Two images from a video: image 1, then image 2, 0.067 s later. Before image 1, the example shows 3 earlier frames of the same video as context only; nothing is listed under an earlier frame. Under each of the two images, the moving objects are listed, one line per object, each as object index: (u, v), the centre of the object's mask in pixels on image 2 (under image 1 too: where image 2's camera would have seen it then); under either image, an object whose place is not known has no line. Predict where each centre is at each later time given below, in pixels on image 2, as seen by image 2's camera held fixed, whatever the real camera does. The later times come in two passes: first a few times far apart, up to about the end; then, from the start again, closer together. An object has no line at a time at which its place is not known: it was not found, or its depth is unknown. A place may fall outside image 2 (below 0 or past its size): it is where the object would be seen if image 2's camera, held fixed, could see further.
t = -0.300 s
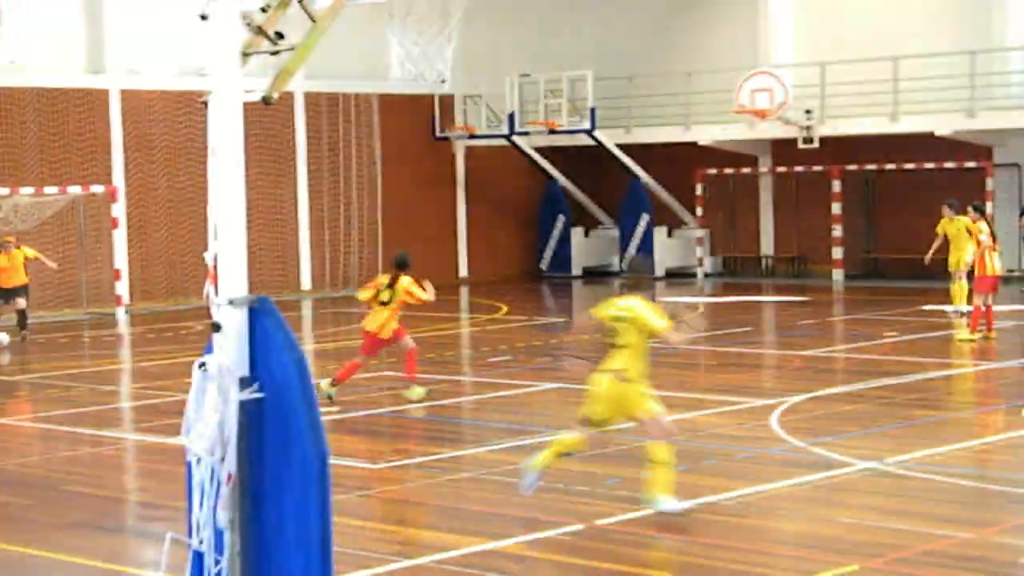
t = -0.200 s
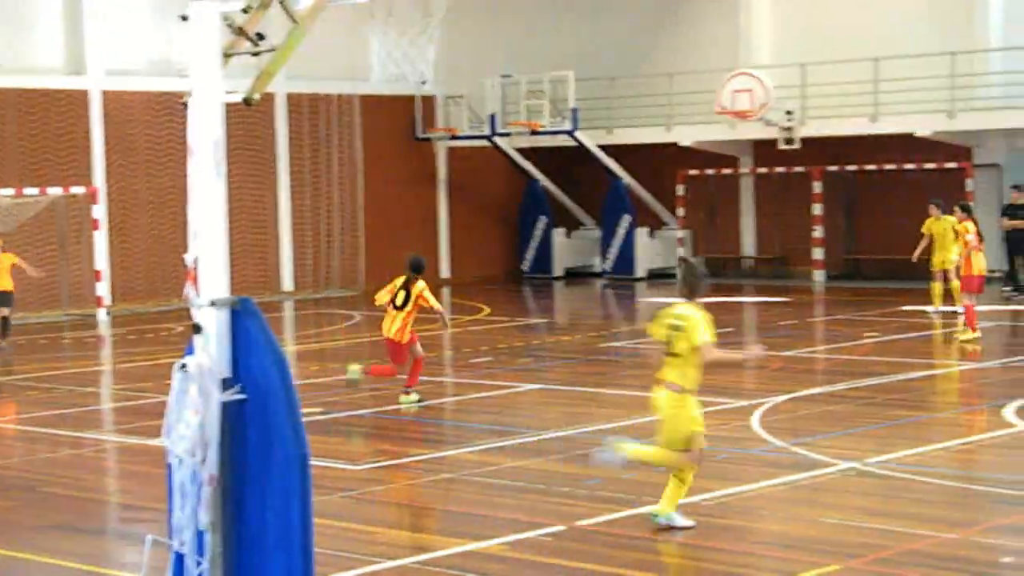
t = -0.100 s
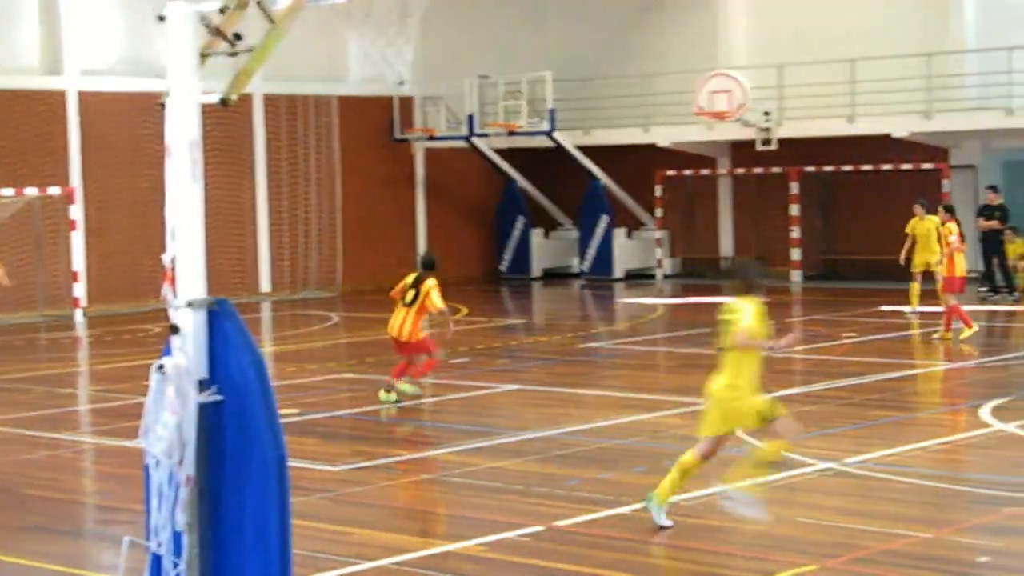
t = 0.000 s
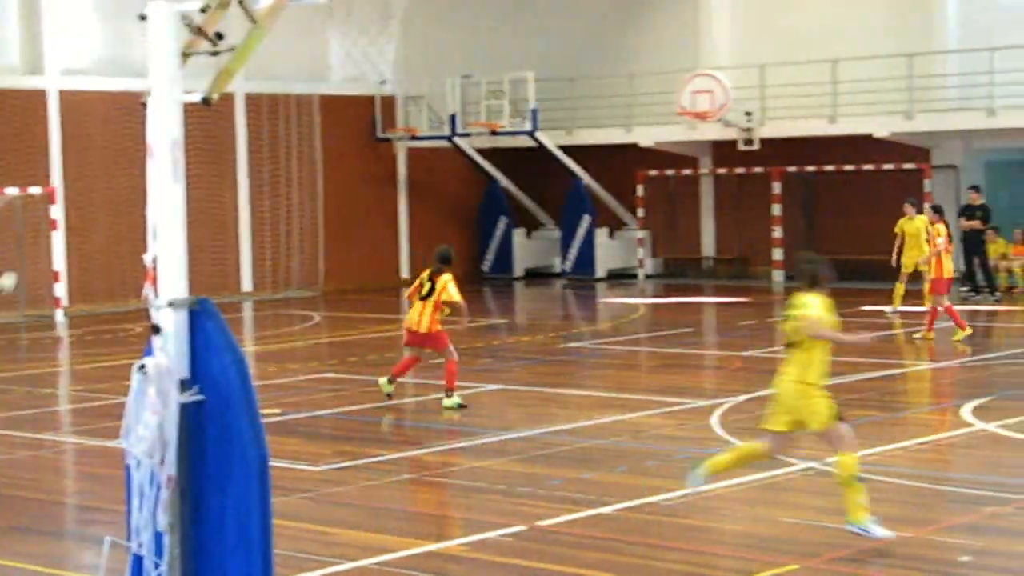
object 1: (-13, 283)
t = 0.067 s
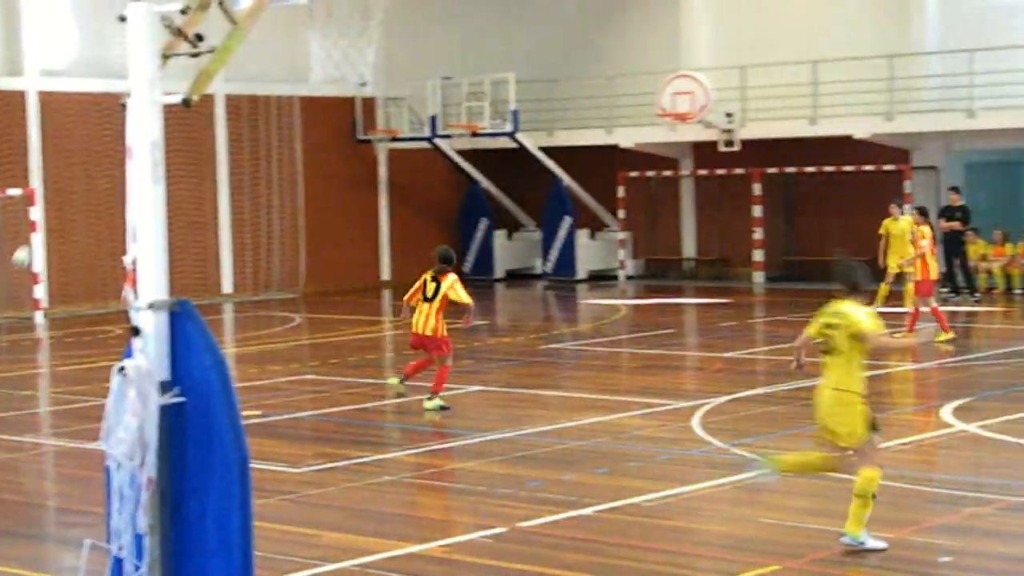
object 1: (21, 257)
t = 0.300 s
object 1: (170, 166)
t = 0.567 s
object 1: (375, 107)
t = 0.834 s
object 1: (664, 88)
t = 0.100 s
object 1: (41, 242)
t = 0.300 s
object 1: (170, 166)
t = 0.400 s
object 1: (239, 144)
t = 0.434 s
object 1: (264, 135)
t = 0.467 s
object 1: (290, 127)
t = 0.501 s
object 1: (316, 121)
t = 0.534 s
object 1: (344, 114)
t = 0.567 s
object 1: (375, 107)
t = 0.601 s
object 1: (405, 101)
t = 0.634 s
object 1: (438, 96)
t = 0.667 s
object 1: (472, 92)
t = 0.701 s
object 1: (506, 90)
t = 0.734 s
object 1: (543, 88)
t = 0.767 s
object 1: (582, 86)
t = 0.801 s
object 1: (621, 87)
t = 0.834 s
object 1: (664, 88)
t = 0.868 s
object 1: (707, 90)
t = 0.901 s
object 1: (750, 93)
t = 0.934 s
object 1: (800, 98)
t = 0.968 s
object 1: (850, 104)
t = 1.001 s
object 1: (901, 113)
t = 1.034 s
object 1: (958, 123)
